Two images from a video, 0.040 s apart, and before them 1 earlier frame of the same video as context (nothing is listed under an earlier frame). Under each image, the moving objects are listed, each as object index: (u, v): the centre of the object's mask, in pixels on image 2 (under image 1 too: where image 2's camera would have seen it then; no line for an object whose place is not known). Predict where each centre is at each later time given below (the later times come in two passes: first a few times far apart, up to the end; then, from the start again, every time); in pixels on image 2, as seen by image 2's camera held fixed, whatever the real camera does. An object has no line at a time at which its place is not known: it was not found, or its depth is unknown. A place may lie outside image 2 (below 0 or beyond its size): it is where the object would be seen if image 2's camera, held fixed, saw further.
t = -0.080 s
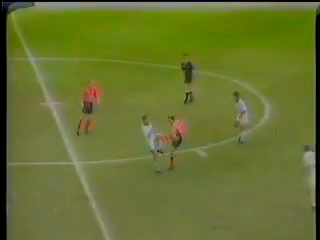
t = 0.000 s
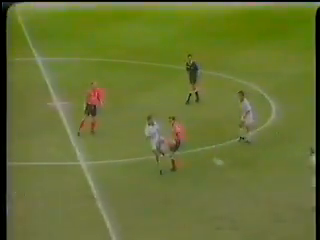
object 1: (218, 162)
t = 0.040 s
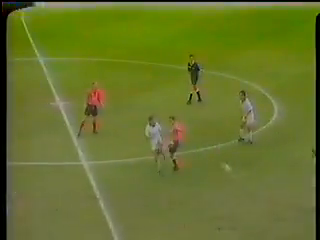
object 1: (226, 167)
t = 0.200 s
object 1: (249, 192)
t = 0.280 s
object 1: (256, 189)
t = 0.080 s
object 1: (232, 172)
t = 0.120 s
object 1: (237, 179)
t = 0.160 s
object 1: (243, 187)
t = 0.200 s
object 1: (249, 192)
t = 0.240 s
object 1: (252, 191)
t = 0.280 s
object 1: (256, 189)
